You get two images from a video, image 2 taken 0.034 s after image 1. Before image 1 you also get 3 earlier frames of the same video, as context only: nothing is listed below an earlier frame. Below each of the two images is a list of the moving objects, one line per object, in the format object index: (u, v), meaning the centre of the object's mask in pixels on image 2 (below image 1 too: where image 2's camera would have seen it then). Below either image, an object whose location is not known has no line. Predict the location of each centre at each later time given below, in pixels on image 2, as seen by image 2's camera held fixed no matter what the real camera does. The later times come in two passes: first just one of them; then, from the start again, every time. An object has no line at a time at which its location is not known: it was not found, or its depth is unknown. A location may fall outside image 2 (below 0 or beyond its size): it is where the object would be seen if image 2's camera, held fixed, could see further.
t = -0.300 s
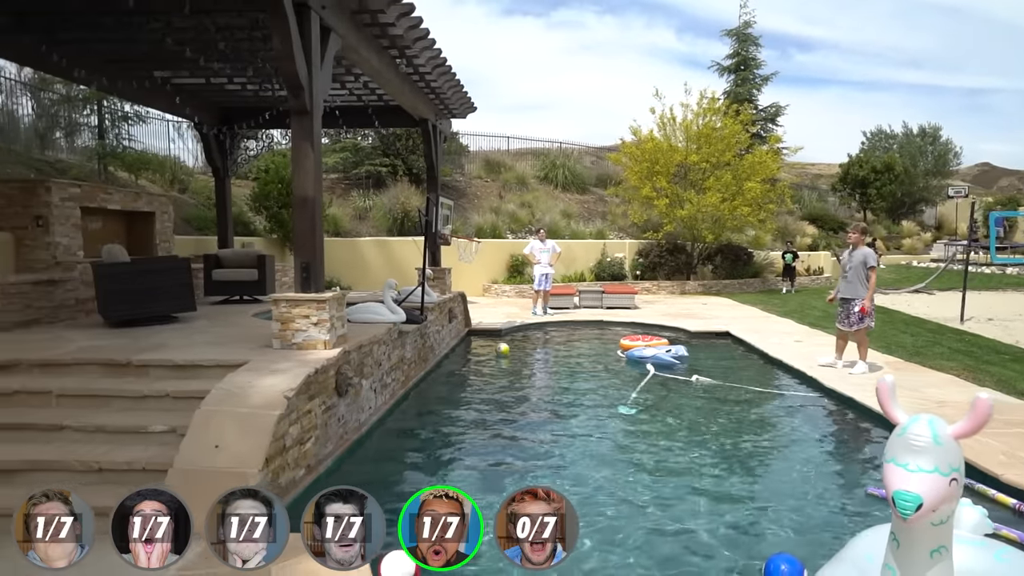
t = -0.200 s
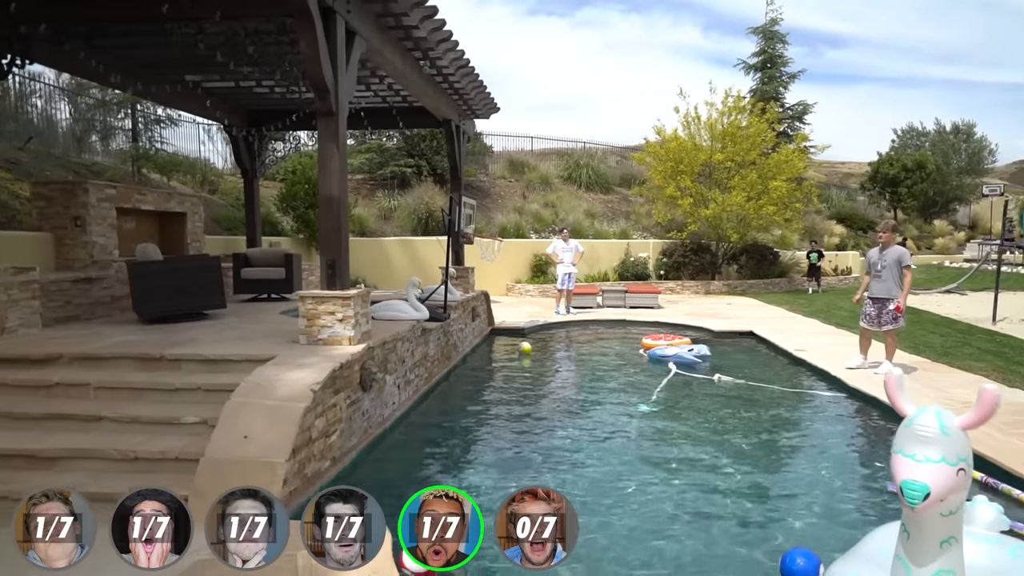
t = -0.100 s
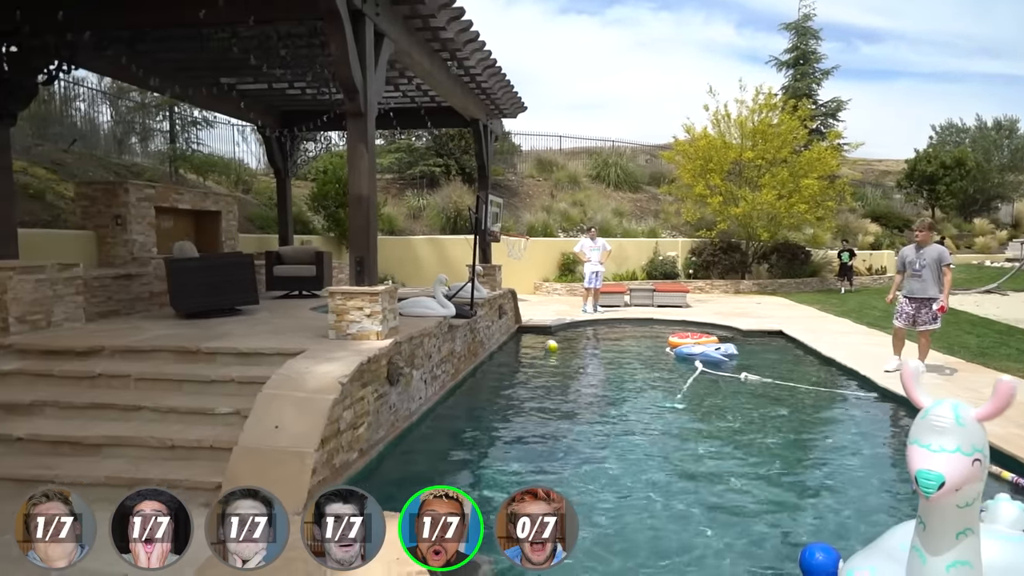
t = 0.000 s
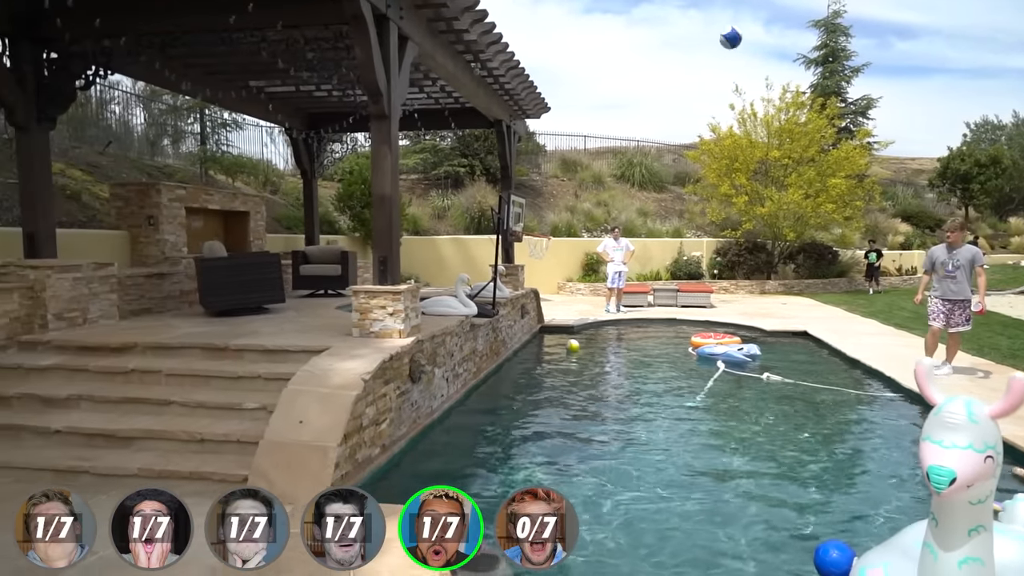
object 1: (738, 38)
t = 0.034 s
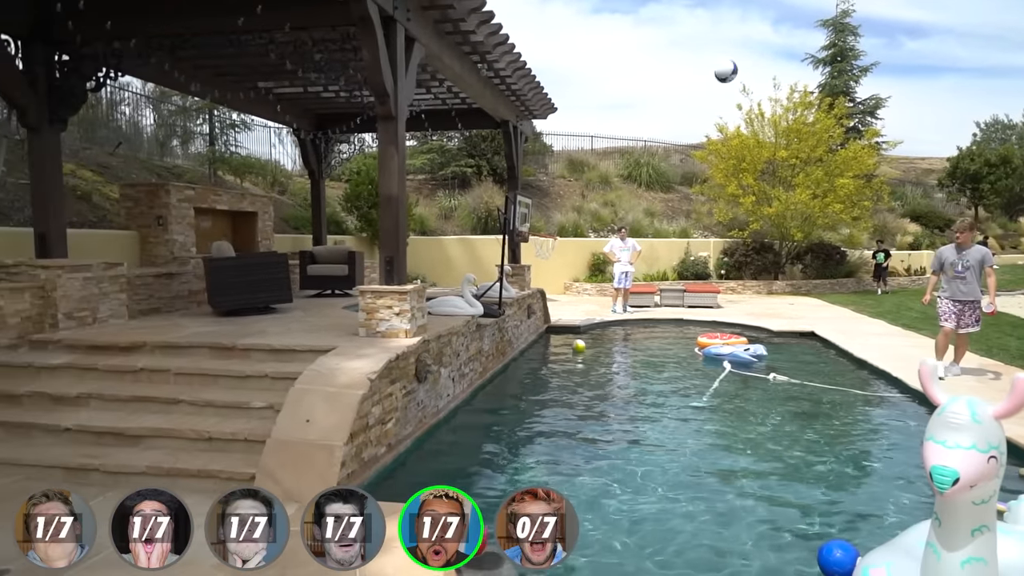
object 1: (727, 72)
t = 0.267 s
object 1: (629, 398)
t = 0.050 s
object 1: (719, 92)
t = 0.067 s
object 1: (713, 109)
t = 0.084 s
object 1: (706, 128)
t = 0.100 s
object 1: (701, 147)
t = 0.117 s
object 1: (693, 168)
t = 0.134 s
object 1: (687, 190)
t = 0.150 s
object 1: (679, 213)
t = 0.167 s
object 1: (672, 236)
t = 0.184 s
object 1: (664, 260)
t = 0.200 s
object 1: (656, 283)
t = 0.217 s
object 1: (650, 312)
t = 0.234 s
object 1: (643, 339)
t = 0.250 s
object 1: (636, 368)
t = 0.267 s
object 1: (629, 398)
